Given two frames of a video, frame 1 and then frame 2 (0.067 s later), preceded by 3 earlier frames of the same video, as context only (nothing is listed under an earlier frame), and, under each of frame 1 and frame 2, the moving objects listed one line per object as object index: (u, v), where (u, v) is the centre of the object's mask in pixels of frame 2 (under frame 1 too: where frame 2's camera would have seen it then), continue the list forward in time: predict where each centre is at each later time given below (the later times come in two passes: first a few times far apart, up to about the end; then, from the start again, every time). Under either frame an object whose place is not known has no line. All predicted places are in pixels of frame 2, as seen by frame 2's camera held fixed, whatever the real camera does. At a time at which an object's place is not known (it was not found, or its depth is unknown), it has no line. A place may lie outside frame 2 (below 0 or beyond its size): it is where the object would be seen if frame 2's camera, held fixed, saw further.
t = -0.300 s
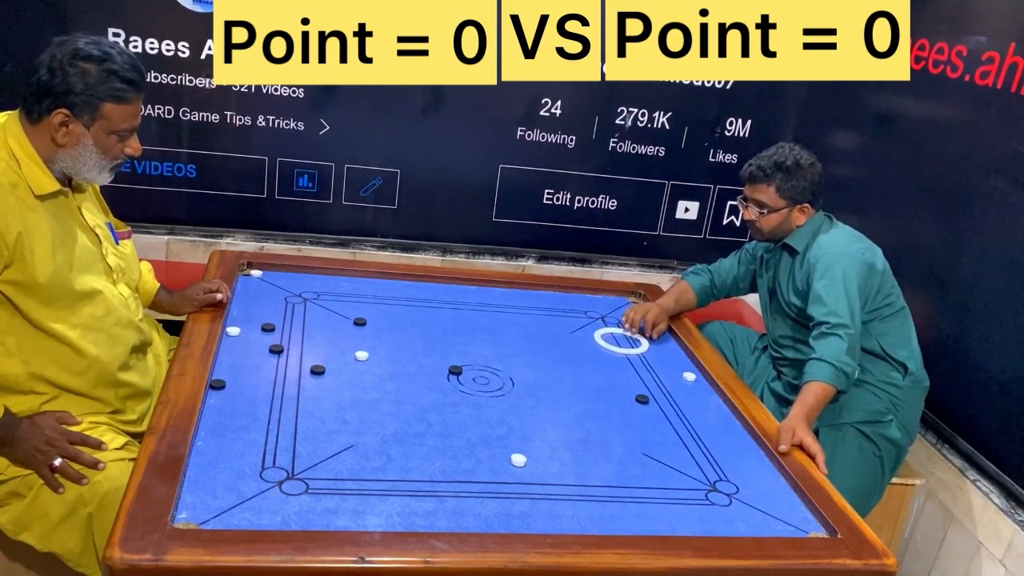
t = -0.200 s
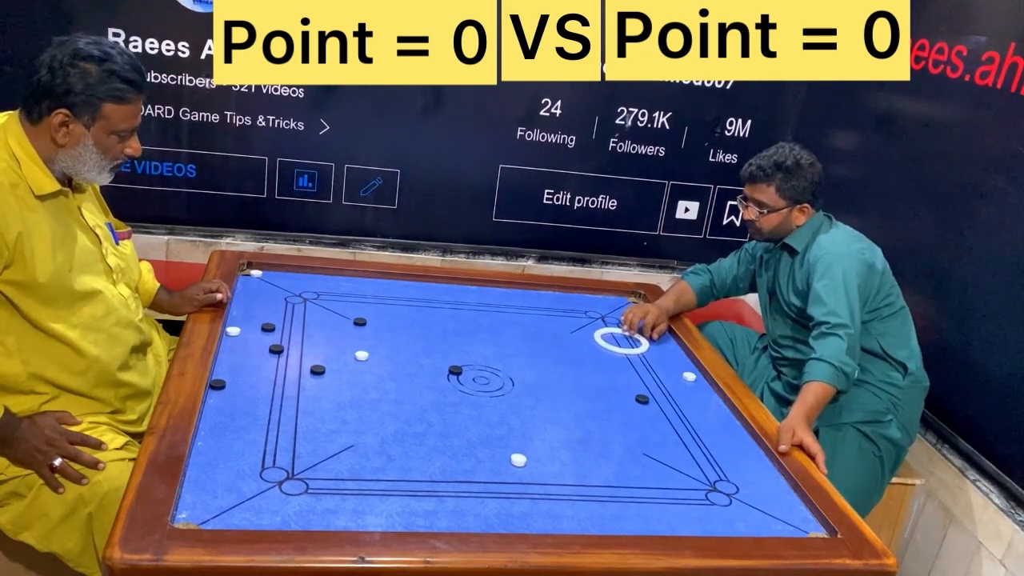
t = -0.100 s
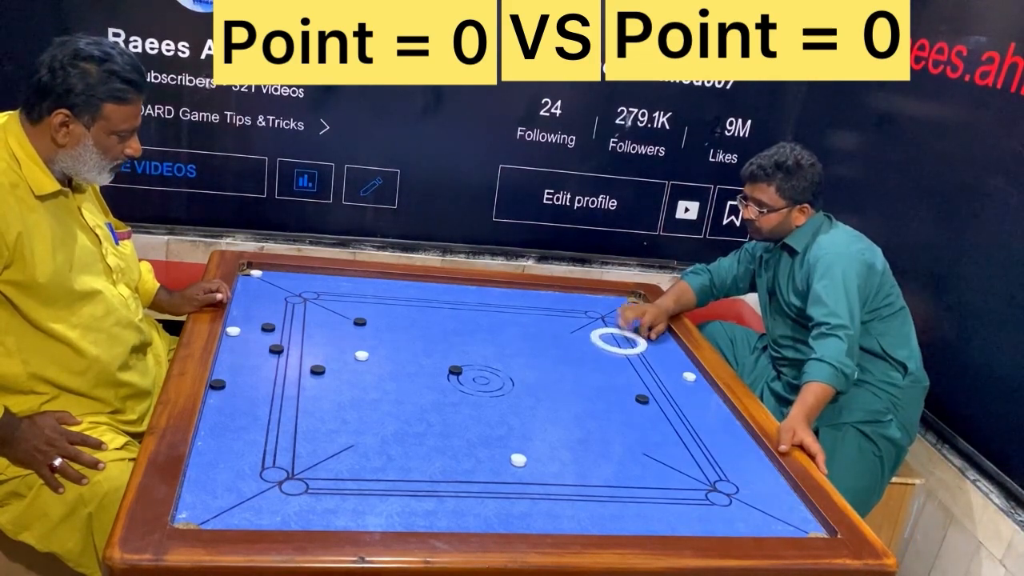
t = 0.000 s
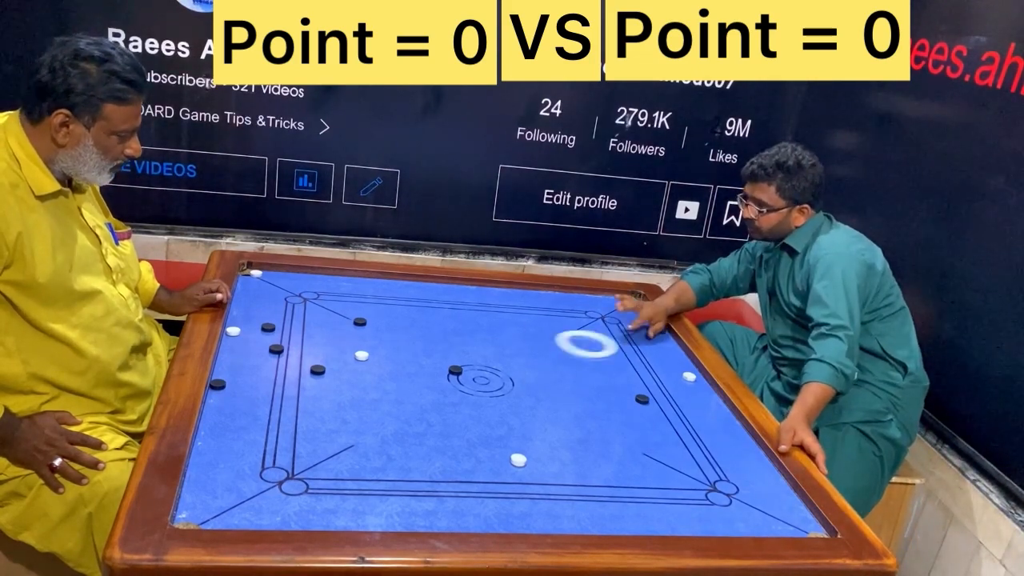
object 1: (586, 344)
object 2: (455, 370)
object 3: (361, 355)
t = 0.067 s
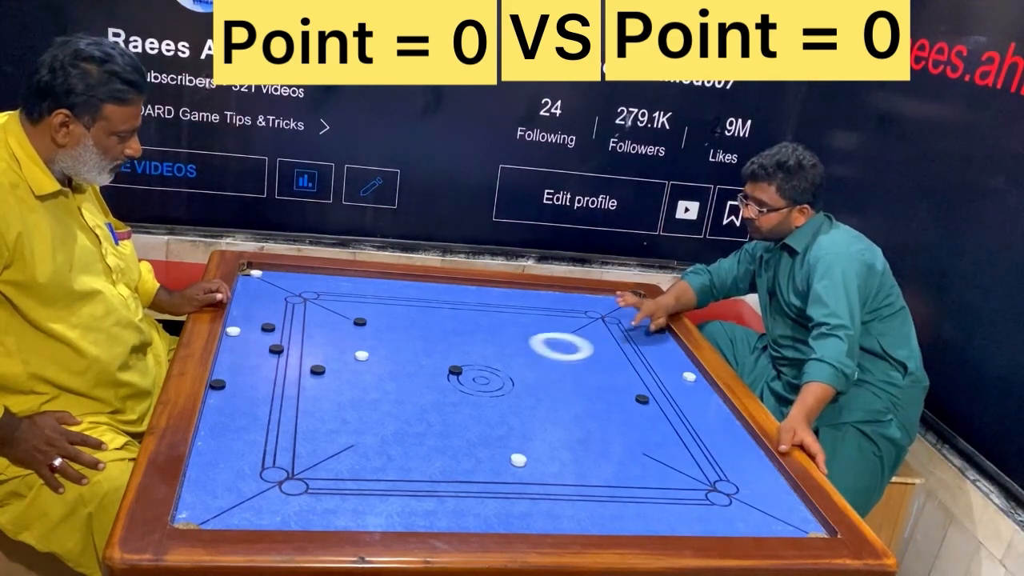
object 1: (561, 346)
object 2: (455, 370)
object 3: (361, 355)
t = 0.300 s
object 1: (468, 354)
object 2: (455, 371)
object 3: (361, 355)
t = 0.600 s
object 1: (353, 362)
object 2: (420, 406)
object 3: (306, 354)
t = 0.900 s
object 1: (262, 366)
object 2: (378, 443)
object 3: (220, 371)
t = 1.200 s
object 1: (274, 366)
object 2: (334, 482)
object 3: (216, 393)
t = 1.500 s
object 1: (302, 365)
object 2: (289, 521)
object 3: (217, 408)
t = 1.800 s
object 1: (321, 365)
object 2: (258, 516)
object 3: (218, 418)
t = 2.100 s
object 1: (334, 364)
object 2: (238, 495)
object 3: (216, 424)
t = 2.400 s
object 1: (342, 364)
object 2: (225, 478)
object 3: (216, 429)
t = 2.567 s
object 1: (344, 364)
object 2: (221, 471)
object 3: (216, 430)
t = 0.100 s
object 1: (548, 347)
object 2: (455, 370)
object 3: (361, 355)
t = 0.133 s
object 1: (535, 349)
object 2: (455, 370)
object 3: (361, 355)
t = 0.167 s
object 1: (522, 350)
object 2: (455, 370)
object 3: (361, 355)
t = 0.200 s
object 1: (509, 351)
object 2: (455, 370)
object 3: (361, 355)
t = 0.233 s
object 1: (495, 352)
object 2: (455, 370)
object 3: (361, 355)
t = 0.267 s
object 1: (482, 353)
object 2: (455, 370)
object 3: (361, 355)
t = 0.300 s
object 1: (468, 354)
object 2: (455, 371)
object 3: (361, 355)
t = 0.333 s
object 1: (454, 355)
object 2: (452, 374)
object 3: (361, 355)
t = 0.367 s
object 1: (441, 356)
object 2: (450, 377)
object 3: (361, 355)
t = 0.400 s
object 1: (427, 357)
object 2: (444, 381)
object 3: (361, 355)
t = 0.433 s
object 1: (413, 358)
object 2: (441, 385)
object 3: (361, 355)
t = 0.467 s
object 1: (401, 359)
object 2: (436, 389)
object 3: (359, 355)
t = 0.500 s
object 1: (388, 359)
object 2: (433, 393)
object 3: (345, 353)
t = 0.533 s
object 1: (376, 360)
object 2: (428, 398)
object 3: (332, 354)
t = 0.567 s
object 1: (365, 361)
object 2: (424, 402)
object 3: (320, 354)
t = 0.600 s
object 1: (353, 362)
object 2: (420, 406)
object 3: (306, 354)
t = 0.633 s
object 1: (343, 362)
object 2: (415, 410)
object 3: (291, 354)
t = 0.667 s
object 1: (332, 363)
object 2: (411, 414)
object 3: (282, 355)
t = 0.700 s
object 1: (322, 363)
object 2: (407, 418)
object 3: (274, 357)
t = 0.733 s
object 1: (311, 363)
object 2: (402, 422)
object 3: (267, 360)
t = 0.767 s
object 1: (301, 364)
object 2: (398, 427)
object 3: (257, 363)
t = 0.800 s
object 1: (292, 365)
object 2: (393, 430)
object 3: (247, 365)
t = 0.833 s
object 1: (281, 365)
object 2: (388, 435)
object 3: (236, 367)
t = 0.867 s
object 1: (272, 366)
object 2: (383, 439)
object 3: (226, 369)
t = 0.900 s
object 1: (262, 366)
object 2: (378, 443)
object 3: (220, 371)
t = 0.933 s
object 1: (256, 366)
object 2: (374, 448)
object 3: (218, 375)
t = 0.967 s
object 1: (251, 366)
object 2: (368, 452)
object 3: (218, 378)
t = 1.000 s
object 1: (251, 366)
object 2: (364, 456)
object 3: (217, 381)
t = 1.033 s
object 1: (255, 366)
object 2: (359, 461)
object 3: (216, 383)
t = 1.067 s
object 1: (259, 366)
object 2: (354, 465)
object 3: (216, 385)
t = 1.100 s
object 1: (263, 366)
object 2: (349, 469)
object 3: (215, 388)
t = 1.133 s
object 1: (267, 366)
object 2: (344, 473)
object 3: (216, 390)
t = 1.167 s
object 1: (270, 366)
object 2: (339, 478)
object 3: (216, 392)
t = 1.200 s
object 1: (274, 366)
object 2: (334, 482)
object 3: (216, 393)
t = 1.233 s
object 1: (277, 366)
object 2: (328, 487)
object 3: (216, 395)
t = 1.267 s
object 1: (281, 366)
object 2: (323, 492)
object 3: (216, 397)
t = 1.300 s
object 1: (284, 366)
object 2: (317, 496)
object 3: (217, 399)
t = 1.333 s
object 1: (287, 366)
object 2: (313, 501)
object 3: (217, 400)
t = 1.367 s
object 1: (290, 365)
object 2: (308, 505)
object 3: (217, 402)
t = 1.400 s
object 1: (293, 365)
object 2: (303, 509)
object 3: (217, 404)
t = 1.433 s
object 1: (296, 365)
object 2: (298, 513)
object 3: (217, 405)
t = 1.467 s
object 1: (299, 365)
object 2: (293, 517)
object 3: (217, 407)
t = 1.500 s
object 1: (302, 365)
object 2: (289, 521)
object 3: (217, 408)
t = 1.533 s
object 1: (304, 365)
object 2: (284, 524)
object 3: (217, 409)
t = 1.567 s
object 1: (306, 365)
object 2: (279, 526)
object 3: (217, 411)
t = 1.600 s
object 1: (309, 365)
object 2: (275, 527)
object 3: (217, 412)
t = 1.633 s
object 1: (311, 365)
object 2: (272, 526)
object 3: (217, 413)
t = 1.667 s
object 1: (313, 365)
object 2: (269, 525)
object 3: (217, 414)
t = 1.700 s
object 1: (315, 365)
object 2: (266, 523)
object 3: (218, 415)
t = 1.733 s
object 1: (317, 365)
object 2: (263, 522)
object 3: (217, 416)
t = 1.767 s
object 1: (319, 365)
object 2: (260, 519)
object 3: (217, 417)
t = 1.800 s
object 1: (321, 365)
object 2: (258, 516)
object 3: (218, 418)
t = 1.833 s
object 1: (323, 365)
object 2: (255, 513)
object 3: (218, 419)
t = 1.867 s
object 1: (324, 365)
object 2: (253, 511)
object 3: (217, 420)
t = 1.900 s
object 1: (326, 364)
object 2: (251, 508)
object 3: (217, 421)
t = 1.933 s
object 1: (328, 364)
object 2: (248, 506)
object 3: (217, 421)
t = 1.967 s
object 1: (329, 364)
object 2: (245, 503)
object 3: (217, 422)
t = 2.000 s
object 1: (330, 364)
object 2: (243, 501)
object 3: (217, 423)
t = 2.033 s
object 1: (332, 364)
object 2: (241, 499)
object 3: (217, 423)
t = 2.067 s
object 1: (333, 364)
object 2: (240, 497)
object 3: (217, 424)
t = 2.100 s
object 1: (334, 364)
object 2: (238, 495)
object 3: (216, 424)
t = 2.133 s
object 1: (335, 364)
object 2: (236, 492)
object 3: (216, 425)
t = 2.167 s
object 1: (336, 364)
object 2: (234, 490)
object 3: (216, 426)
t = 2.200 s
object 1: (337, 364)
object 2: (233, 488)
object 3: (216, 426)
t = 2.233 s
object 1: (338, 364)
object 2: (231, 486)
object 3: (216, 427)
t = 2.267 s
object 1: (339, 364)
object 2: (230, 484)
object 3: (216, 427)
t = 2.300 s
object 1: (340, 364)
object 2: (228, 483)
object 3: (216, 428)
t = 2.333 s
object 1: (341, 364)
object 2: (227, 481)
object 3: (216, 428)
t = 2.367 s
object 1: (341, 364)
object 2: (226, 479)
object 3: (216, 428)
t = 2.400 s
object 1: (342, 364)
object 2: (225, 478)
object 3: (216, 429)
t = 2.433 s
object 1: (343, 364)
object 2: (224, 476)
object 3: (216, 429)
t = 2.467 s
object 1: (343, 364)
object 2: (223, 475)
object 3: (216, 429)
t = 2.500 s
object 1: (344, 364)
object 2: (222, 473)
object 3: (216, 430)
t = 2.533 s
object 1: (344, 364)
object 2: (221, 472)
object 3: (216, 430)
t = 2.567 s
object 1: (344, 364)
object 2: (221, 471)
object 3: (216, 430)
